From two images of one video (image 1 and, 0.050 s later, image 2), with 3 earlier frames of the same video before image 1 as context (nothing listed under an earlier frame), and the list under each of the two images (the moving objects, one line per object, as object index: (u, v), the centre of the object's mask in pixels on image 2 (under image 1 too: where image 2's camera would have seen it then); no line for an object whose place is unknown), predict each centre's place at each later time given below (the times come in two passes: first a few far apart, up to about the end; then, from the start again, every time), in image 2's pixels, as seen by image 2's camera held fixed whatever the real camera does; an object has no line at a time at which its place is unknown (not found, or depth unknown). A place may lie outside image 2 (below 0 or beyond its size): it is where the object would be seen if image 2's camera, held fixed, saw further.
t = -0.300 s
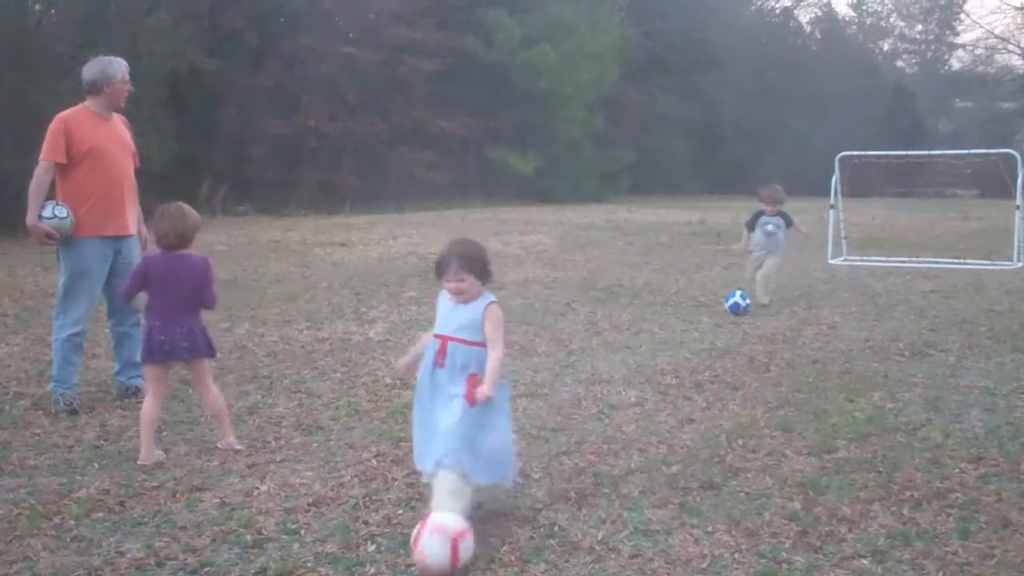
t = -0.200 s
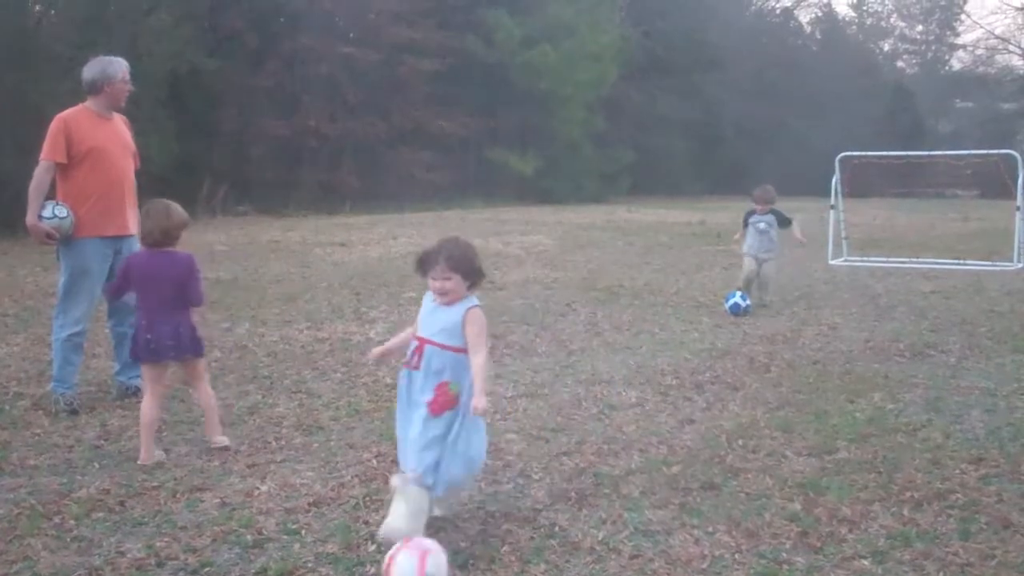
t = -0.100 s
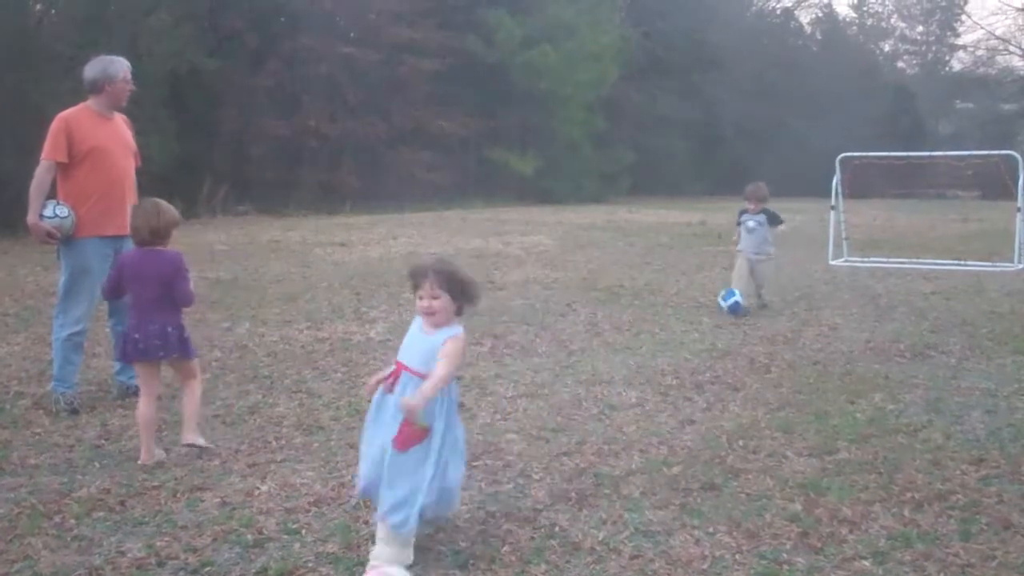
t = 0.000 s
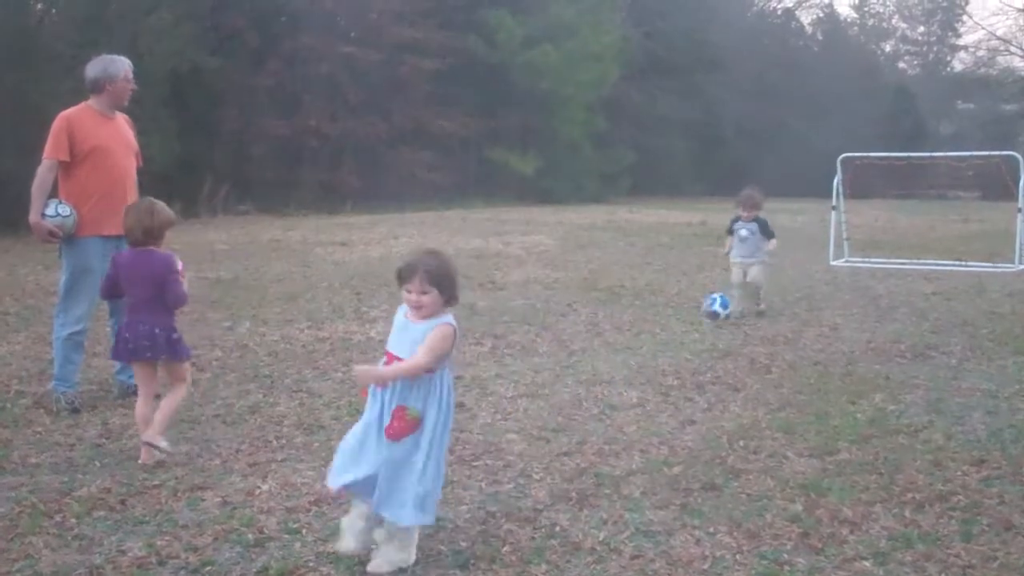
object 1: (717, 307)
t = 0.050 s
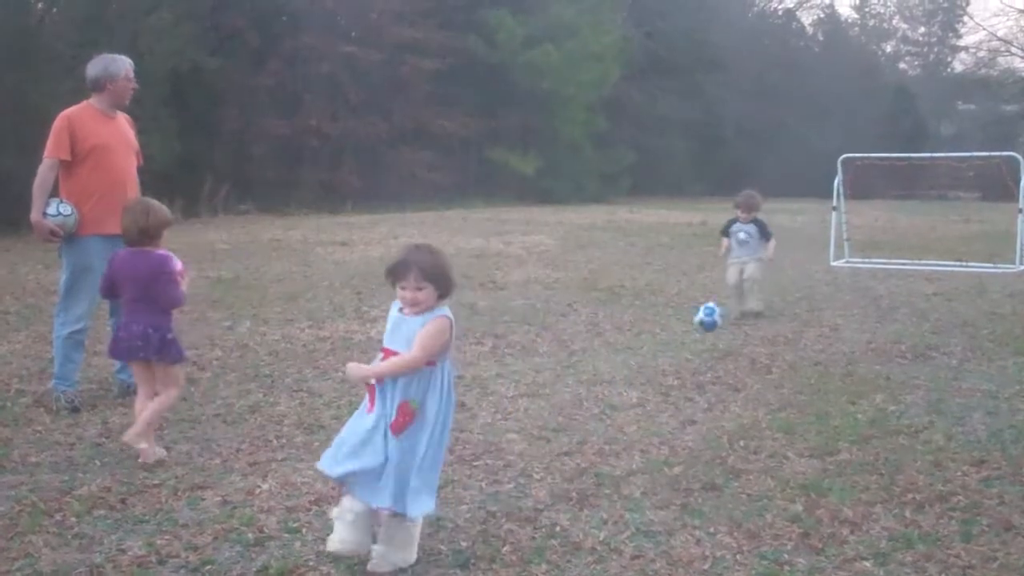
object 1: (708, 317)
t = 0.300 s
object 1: (658, 372)
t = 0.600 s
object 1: (581, 459)
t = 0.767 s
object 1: (531, 509)
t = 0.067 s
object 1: (706, 320)
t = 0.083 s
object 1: (703, 324)
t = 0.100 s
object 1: (701, 330)
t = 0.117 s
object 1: (699, 336)
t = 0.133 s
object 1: (696, 343)
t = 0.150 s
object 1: (692, 350)
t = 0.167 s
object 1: (688, 358)
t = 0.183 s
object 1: (685, 365)
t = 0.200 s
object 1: (681, 366)
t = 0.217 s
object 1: (678, 366)
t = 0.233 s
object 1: (674, 365)
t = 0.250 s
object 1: (670, 367)
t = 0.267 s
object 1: (667, 368)
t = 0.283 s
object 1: (662, 370)
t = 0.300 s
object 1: (658, 372)
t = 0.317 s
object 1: (655, 374)
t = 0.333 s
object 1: (650, 379)
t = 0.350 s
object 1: (646, 383)
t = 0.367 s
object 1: (641, 389)
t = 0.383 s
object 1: (637, 394)
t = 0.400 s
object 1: (631, 402)
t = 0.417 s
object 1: (627, 411)
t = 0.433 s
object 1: (622, 419)
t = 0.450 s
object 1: (616, 426)
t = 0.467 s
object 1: (612, 429)
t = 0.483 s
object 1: (610, 432)
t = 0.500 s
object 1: (605, 433)
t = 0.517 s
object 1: (601, 435)
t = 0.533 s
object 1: (599, 438)
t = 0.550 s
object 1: (594, 441)
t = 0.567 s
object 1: (590, 447)
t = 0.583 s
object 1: (585, 453)
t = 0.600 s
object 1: (581, 459)
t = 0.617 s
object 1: (578, 466)
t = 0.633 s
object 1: (570, 471)
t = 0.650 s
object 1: (567, 475)
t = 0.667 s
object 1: (563, 480)
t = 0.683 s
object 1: (557, 481)
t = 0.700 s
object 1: (553, 485)
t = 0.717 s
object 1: (546, 490)
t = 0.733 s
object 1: (541, 496)
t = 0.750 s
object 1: (535, 504)
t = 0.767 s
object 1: (531, 509)
